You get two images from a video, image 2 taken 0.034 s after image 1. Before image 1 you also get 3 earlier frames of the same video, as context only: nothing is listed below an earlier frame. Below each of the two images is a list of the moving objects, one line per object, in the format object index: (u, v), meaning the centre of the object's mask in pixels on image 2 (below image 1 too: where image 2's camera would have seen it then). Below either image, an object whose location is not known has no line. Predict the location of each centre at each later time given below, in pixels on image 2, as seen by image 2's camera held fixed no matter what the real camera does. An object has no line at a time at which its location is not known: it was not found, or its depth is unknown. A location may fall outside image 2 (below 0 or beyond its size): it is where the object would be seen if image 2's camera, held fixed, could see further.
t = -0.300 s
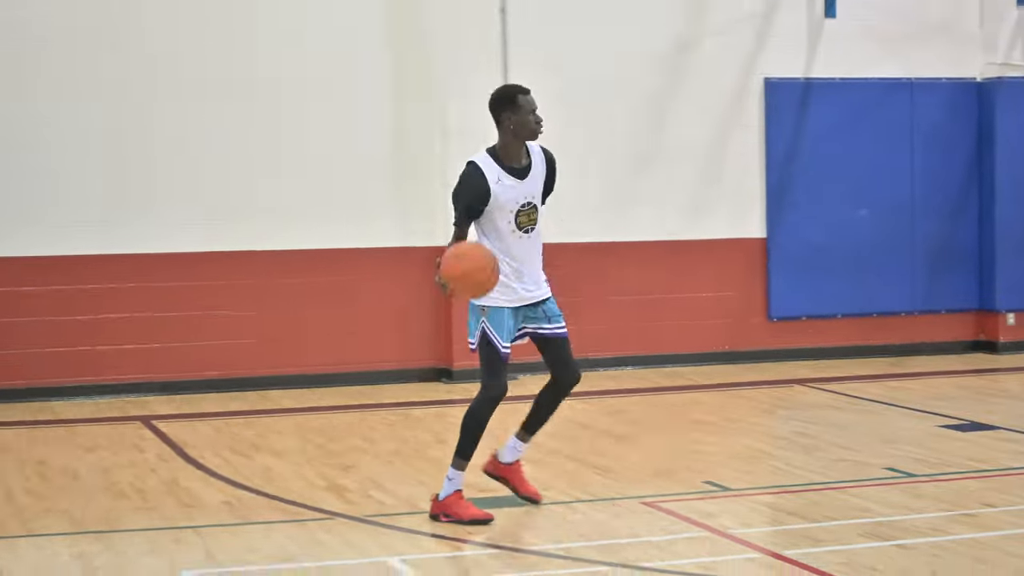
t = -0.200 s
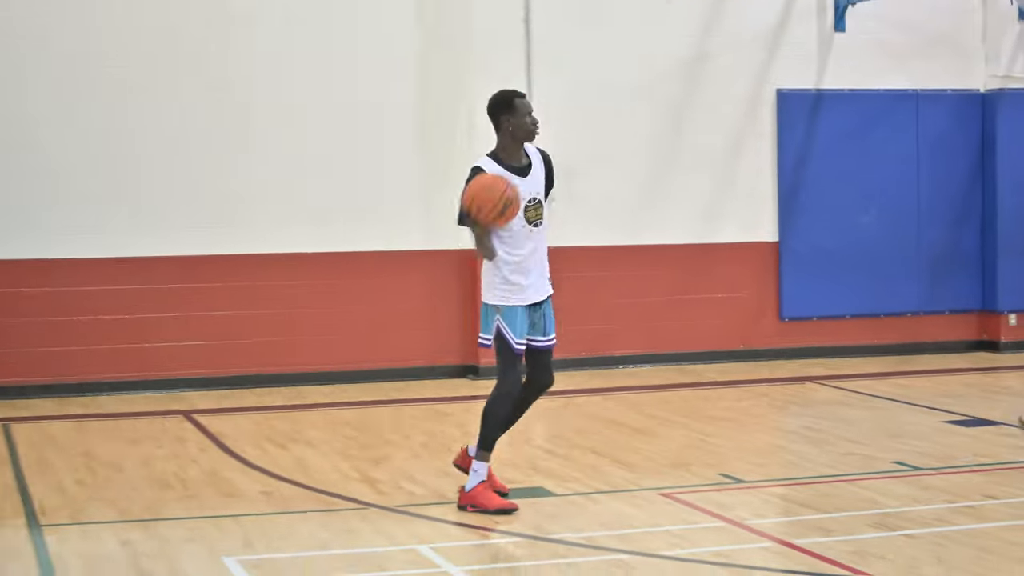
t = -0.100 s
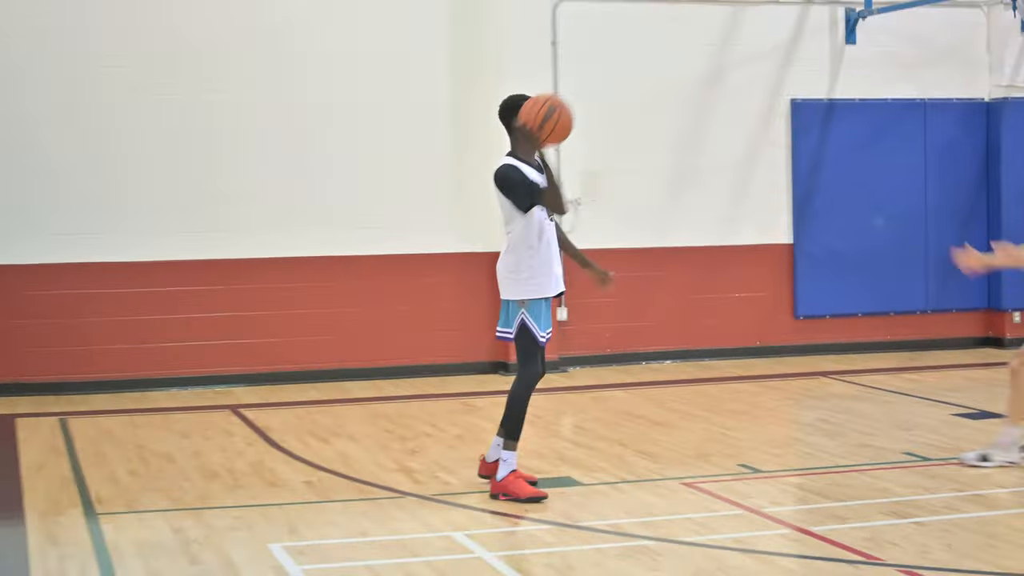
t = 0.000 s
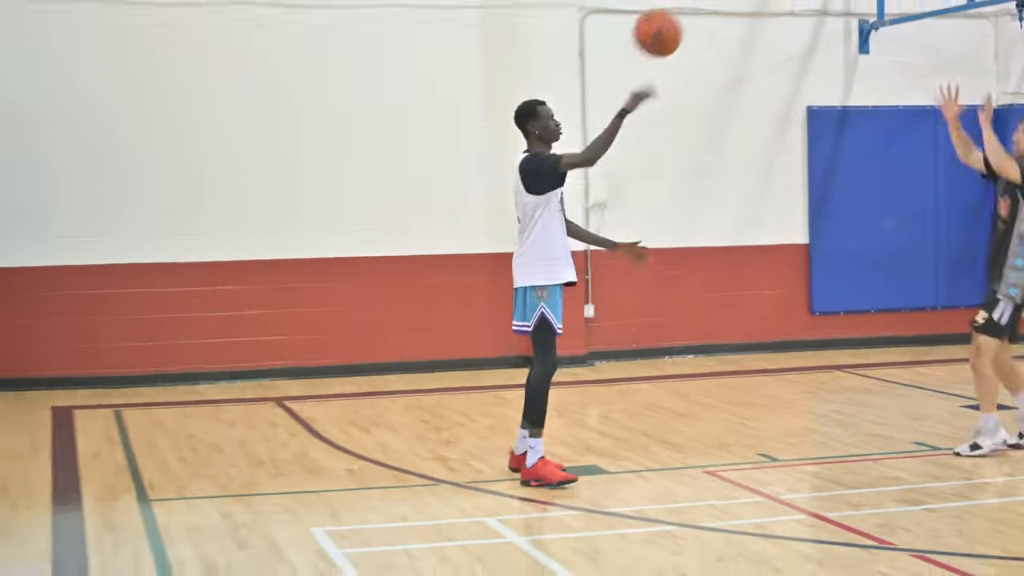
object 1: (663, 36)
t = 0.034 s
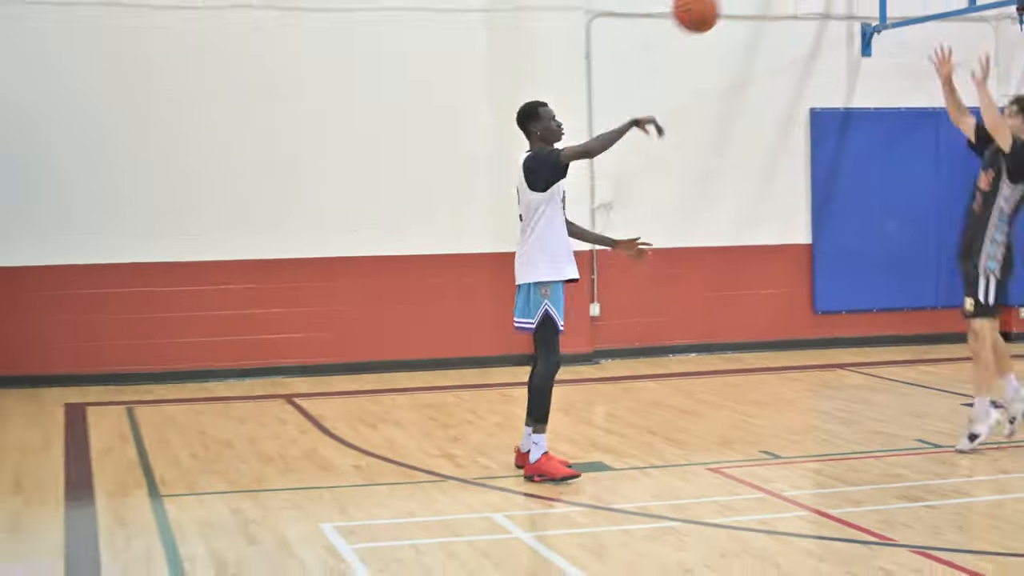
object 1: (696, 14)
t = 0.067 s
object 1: (728, 3)
